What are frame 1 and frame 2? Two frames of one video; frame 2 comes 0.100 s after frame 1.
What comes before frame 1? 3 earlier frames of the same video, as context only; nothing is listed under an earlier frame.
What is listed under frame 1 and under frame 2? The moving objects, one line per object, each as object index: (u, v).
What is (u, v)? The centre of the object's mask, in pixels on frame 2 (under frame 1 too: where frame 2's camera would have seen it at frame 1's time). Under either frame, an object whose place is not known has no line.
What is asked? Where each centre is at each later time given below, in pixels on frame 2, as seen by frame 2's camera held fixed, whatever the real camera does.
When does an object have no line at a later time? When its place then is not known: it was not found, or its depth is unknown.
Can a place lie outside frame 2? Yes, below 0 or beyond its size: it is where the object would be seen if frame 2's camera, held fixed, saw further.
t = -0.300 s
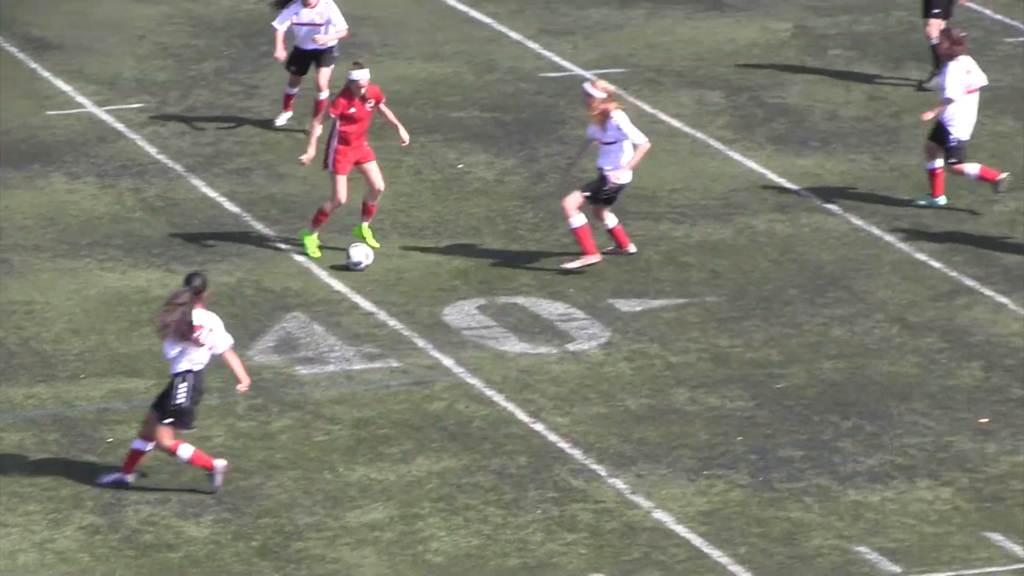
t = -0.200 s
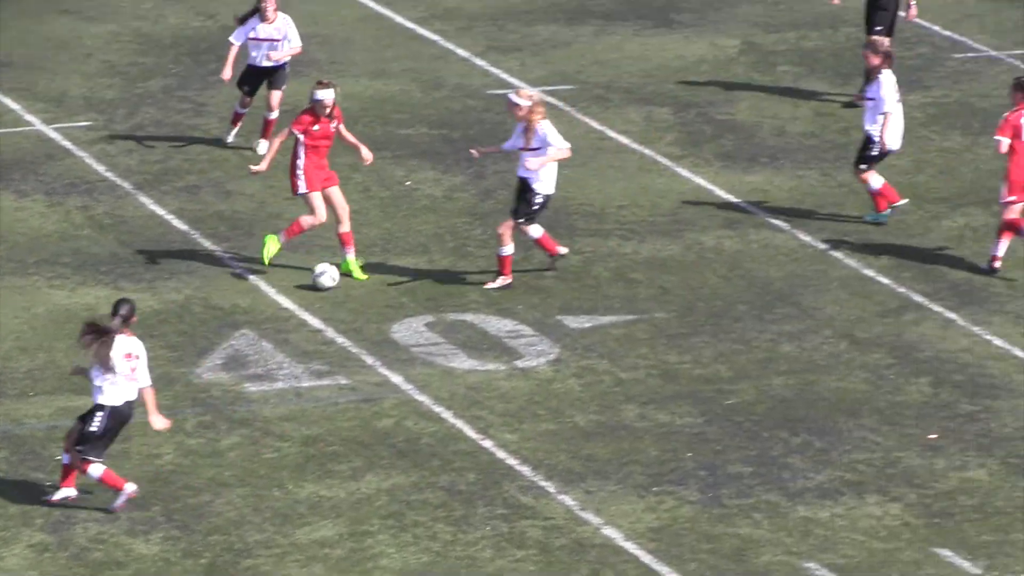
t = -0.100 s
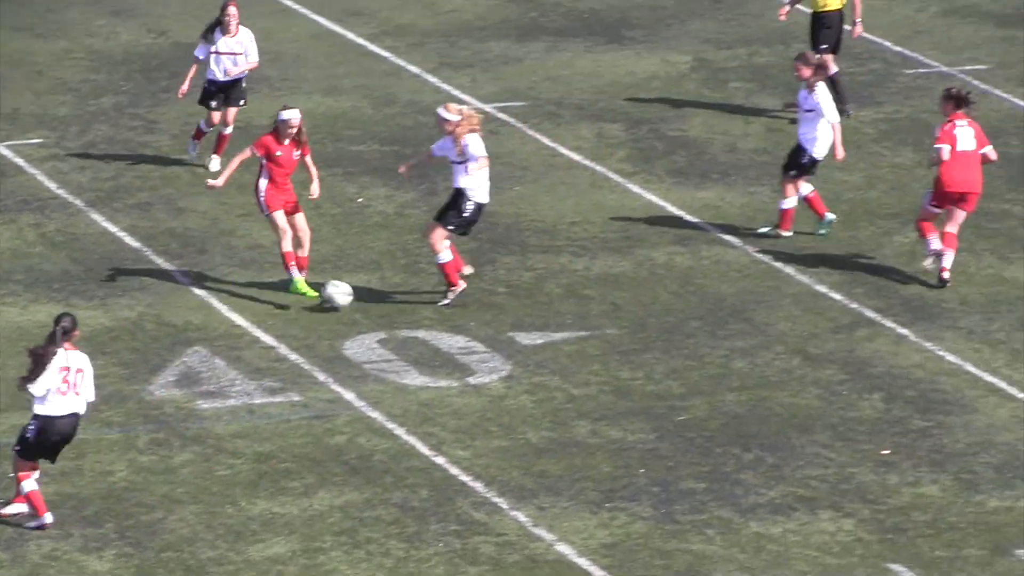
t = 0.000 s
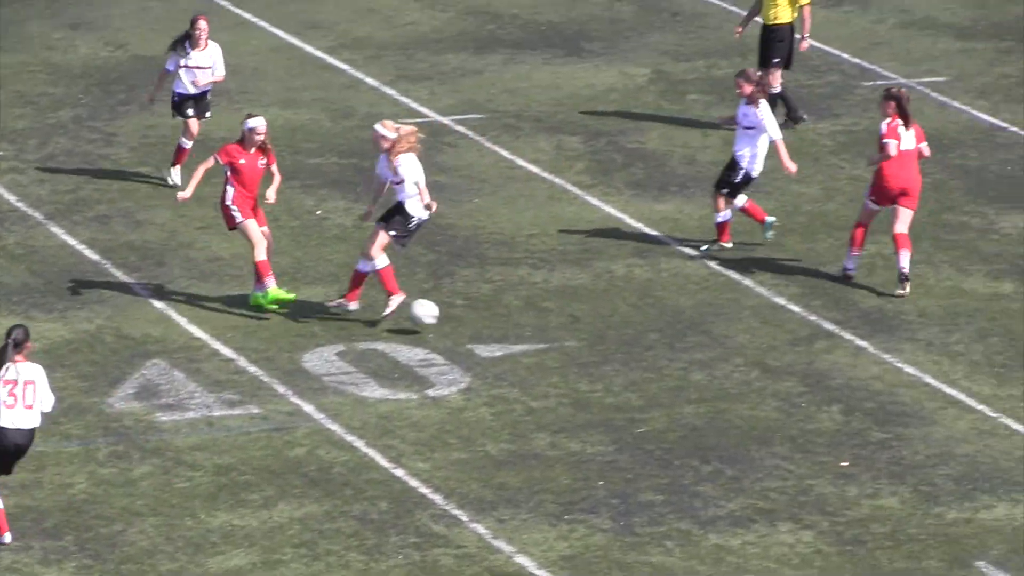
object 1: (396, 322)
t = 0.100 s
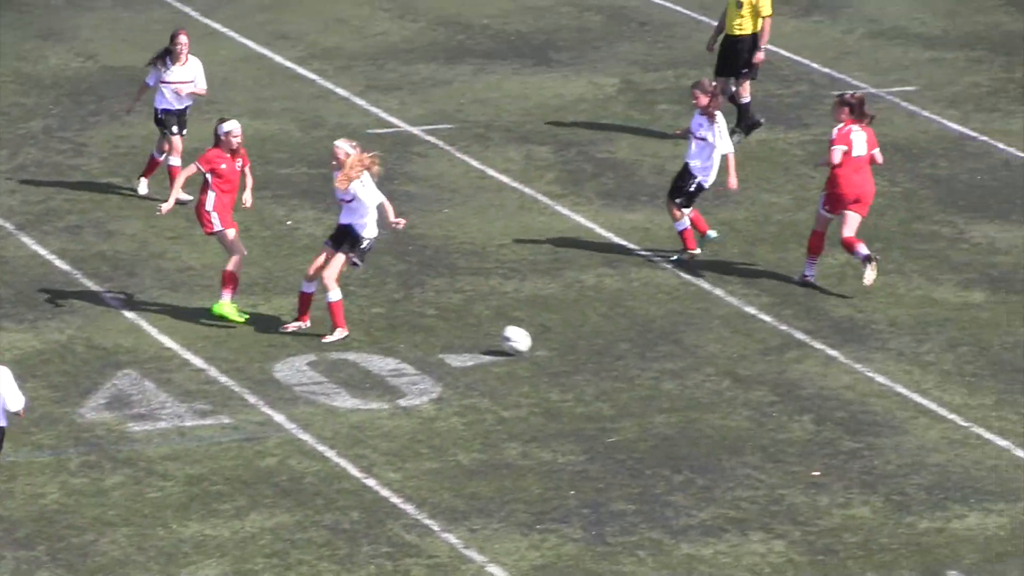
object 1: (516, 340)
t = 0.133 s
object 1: (554, 345)
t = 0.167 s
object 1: (587, 344)
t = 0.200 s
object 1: (621, 343)
